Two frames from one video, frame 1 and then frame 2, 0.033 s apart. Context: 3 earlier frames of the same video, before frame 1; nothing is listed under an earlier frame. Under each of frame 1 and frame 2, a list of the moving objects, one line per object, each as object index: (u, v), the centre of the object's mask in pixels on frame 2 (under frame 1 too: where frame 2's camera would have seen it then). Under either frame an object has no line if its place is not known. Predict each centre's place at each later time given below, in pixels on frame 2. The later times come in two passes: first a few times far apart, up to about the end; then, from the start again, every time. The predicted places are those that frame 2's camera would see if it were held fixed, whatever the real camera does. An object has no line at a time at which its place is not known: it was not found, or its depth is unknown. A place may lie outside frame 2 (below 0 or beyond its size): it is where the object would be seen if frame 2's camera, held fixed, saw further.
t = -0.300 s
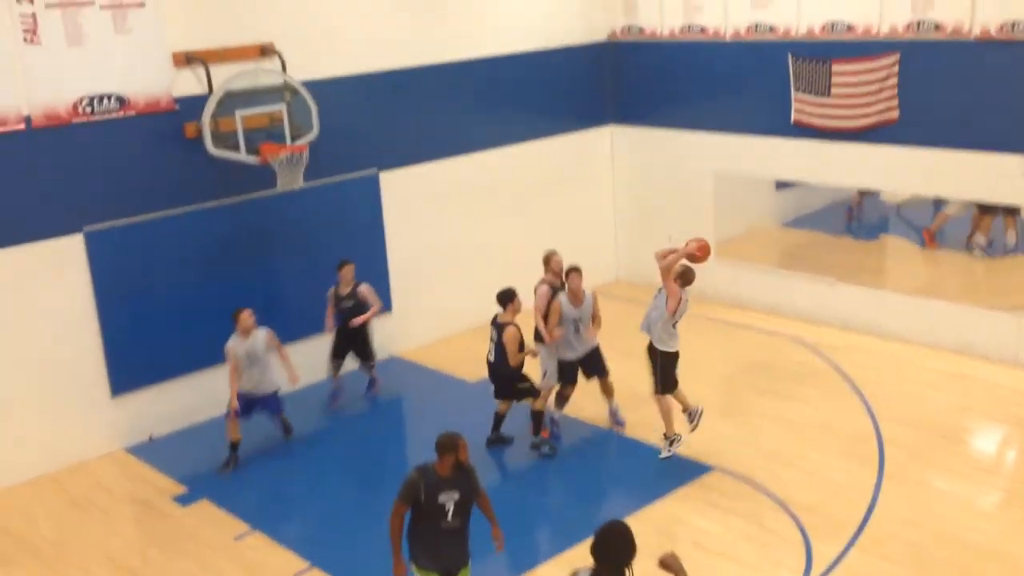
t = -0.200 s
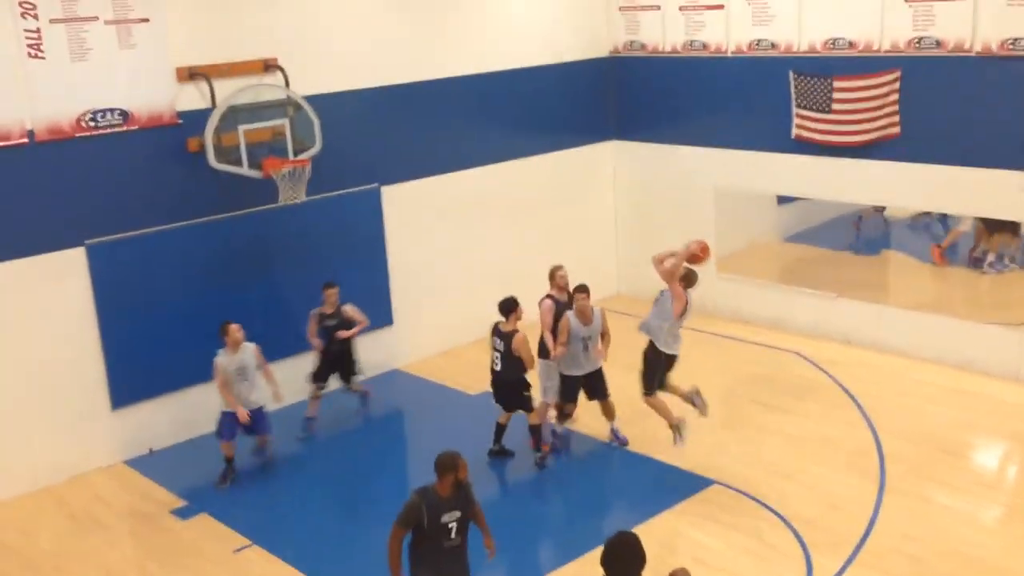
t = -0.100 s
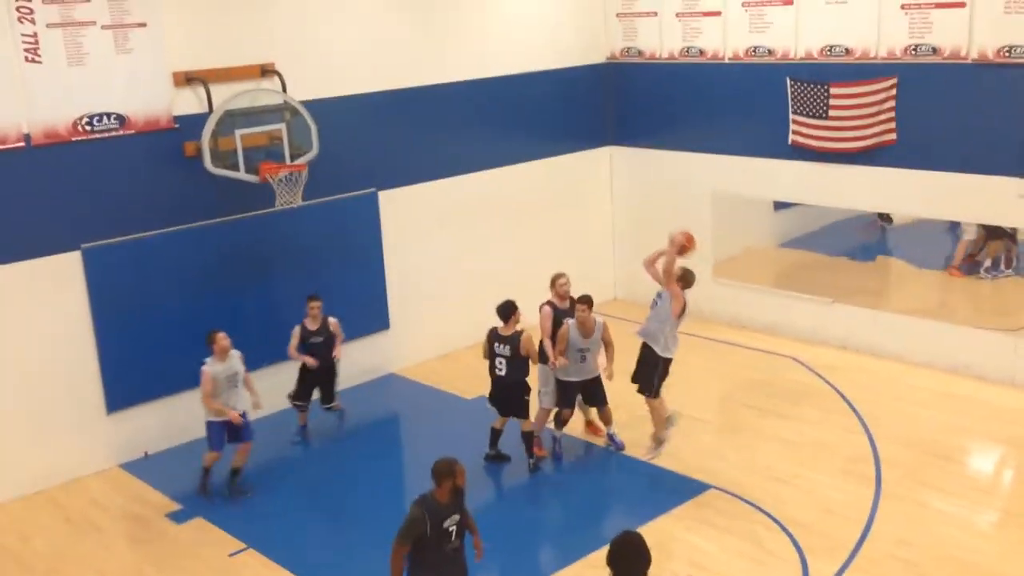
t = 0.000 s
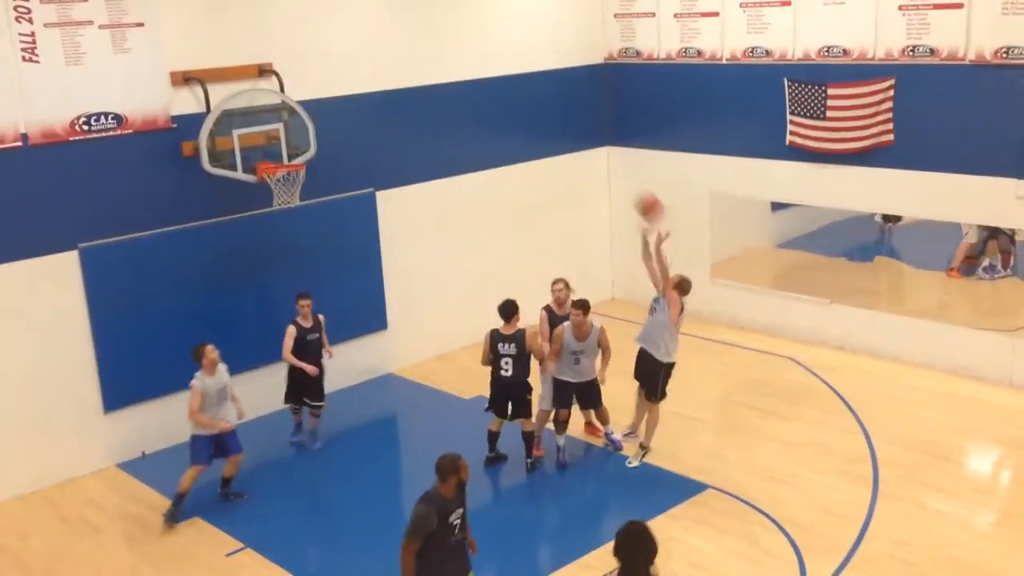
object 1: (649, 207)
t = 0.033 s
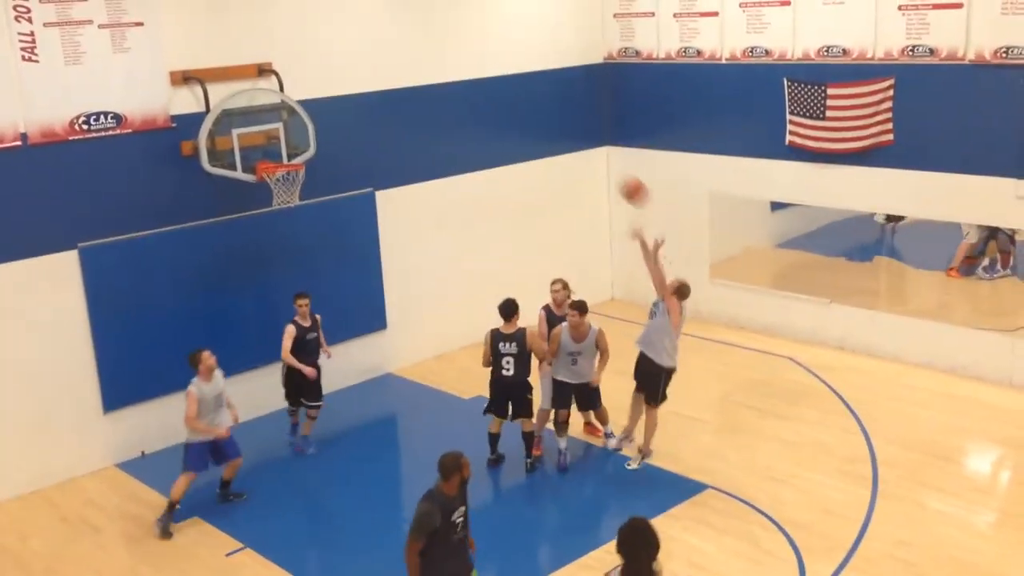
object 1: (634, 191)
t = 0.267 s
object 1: (530, 111)
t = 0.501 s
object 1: (432, 90)
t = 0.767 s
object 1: (337, 131)
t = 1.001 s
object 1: (295, 217)
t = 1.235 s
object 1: (297, 347)
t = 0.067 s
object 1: (618, 176)
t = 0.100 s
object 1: (603, 162)
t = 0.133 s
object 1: (586, 146)
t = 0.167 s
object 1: (573, 136)
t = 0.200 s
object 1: (558, 127)
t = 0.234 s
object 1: (543, 118)
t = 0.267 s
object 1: (530, 111)
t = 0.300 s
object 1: (515, 105)
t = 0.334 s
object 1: (500, 99)
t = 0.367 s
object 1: (486, 95)
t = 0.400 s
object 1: (473, 92)
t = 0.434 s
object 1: (459, 91)
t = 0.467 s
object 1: (446, 90)
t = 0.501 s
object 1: (432, 90)
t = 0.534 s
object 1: (419, 92)
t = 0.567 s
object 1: (406, 95)
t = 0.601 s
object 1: (394, 98)
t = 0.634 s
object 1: (382, 102)
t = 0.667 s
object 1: (370, 108)
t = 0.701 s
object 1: (359, 114)
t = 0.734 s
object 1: (348, 122)
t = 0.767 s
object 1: (337, 131)
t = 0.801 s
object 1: (327, 140)
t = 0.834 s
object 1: (317, 151)
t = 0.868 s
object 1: (307, 163)
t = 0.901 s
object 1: (298, 176)
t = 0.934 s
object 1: (297, 188)
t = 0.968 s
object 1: (297, 201)
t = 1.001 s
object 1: (295, 217)
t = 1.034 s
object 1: (296, 231)
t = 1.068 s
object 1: (296, 249)
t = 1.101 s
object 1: (296, 267)
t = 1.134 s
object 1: (296, 286)
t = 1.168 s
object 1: (296, 306)
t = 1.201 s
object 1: (297, 327)
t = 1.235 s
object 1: (297, 347)
